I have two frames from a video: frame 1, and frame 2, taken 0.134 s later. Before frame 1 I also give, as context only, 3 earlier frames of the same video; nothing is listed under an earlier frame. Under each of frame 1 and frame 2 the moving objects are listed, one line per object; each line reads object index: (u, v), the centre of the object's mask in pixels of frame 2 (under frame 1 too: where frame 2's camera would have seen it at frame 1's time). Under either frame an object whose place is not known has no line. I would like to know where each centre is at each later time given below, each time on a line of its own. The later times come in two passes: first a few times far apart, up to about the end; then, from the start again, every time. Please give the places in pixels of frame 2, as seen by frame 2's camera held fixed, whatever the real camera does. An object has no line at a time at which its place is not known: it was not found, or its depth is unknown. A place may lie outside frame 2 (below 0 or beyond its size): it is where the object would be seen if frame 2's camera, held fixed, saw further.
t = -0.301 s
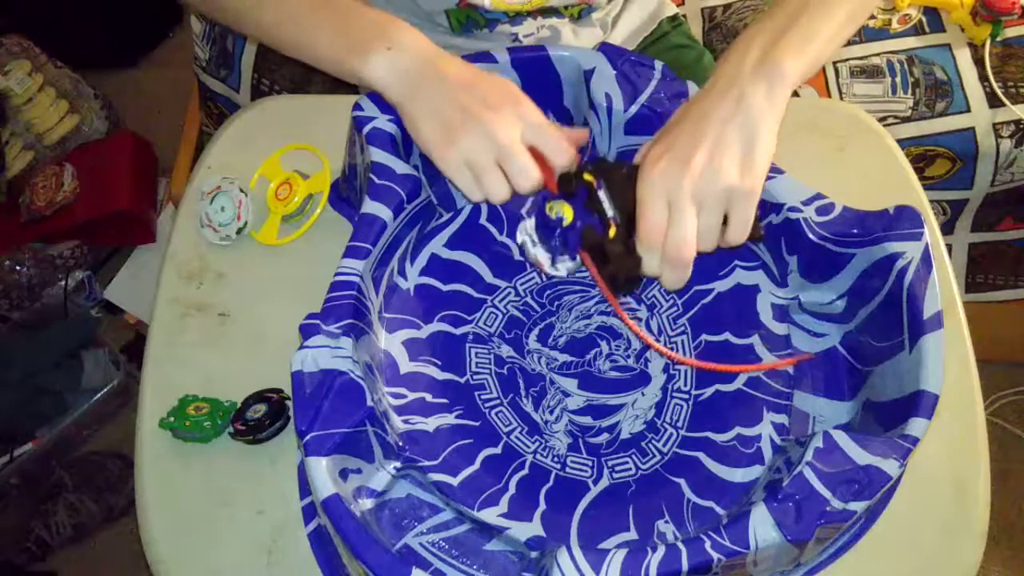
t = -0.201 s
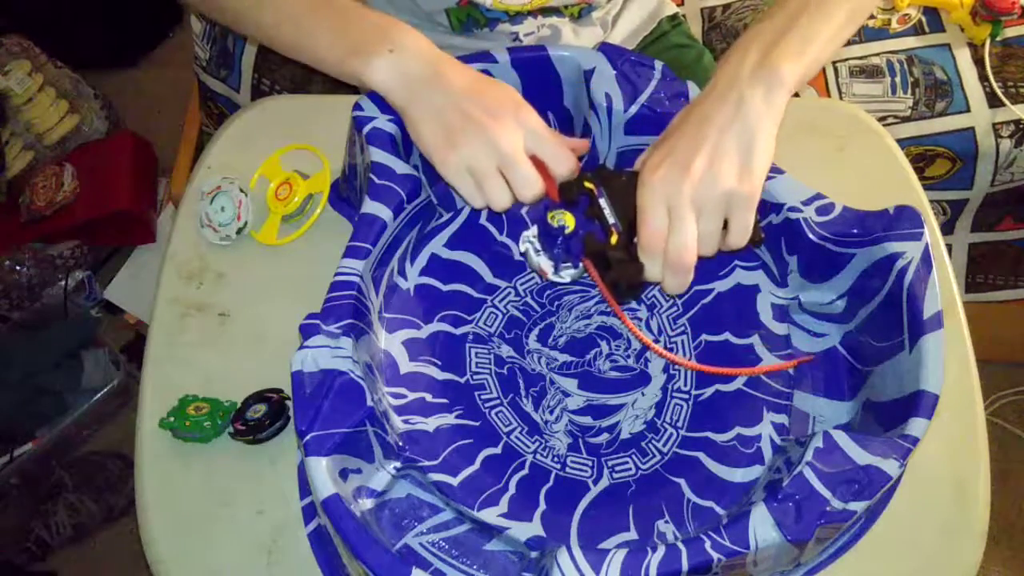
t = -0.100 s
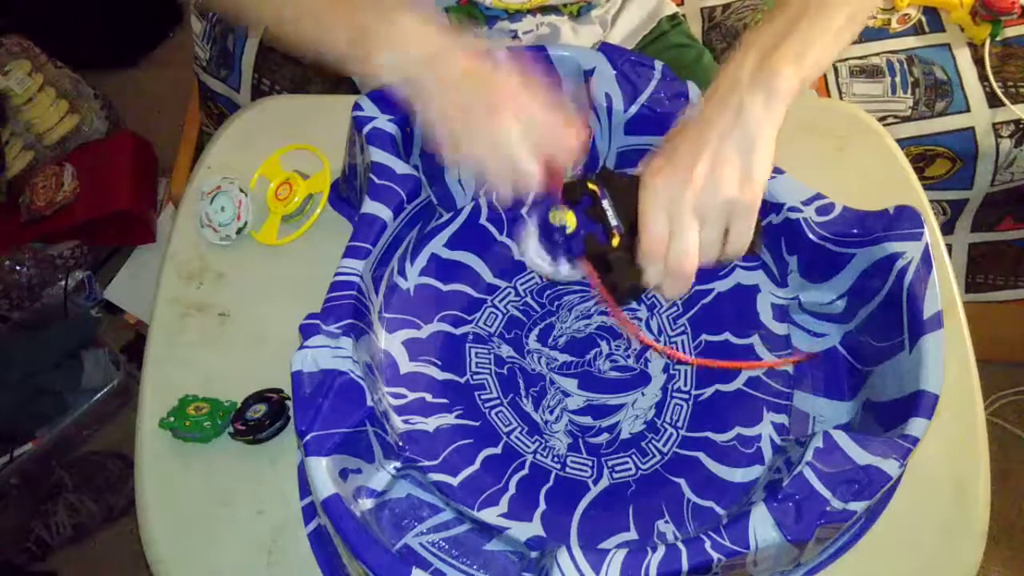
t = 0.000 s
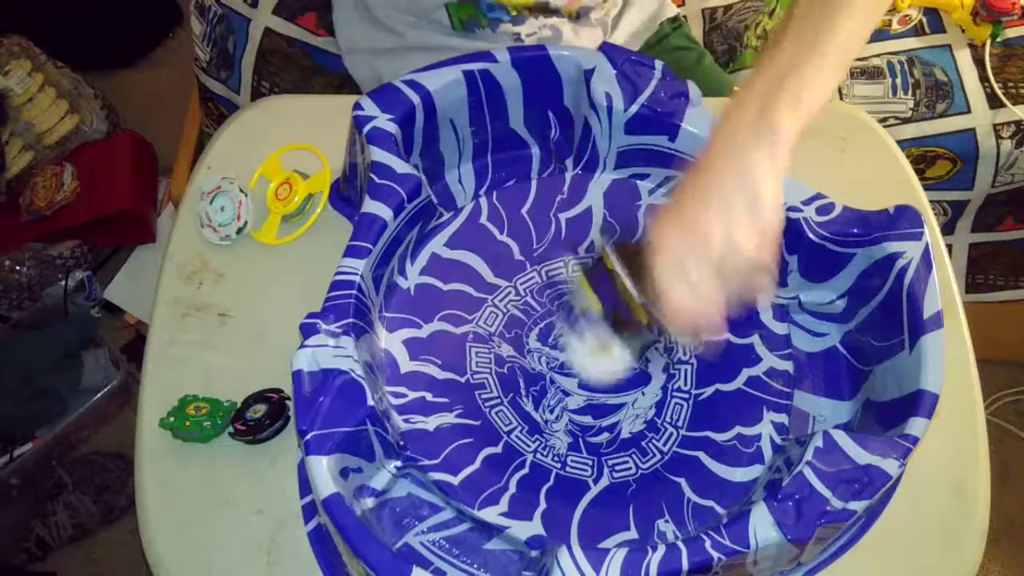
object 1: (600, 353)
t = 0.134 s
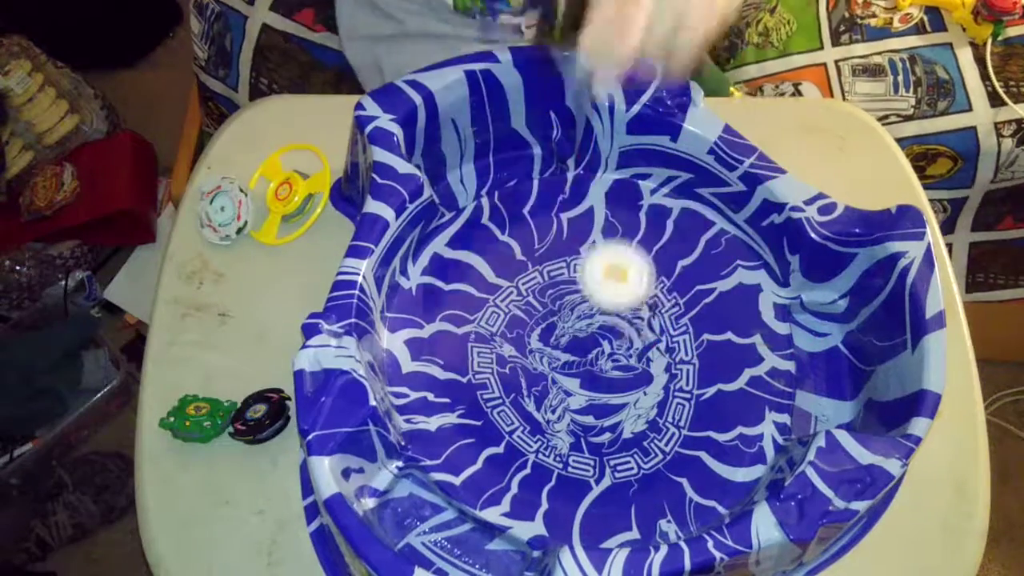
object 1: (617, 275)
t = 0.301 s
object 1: (632, 290)
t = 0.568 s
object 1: (596, 373)
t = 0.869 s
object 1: (549, 272)
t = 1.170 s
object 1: (646, 375)
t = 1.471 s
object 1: (464, 316)
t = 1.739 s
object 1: (616, 230)
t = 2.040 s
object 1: (634, 448)
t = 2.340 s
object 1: (423, 355)
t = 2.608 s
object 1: (518, 241)
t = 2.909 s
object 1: (698, 366)
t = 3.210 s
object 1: (520, 449)
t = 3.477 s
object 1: (502, 292)
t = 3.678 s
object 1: (646, 276)
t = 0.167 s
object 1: (617, 273)
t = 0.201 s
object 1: (614, 275)
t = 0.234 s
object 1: (614, 281)
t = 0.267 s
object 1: (623, 283)
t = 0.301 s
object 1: (632, 290)
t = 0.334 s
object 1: (637, 303)
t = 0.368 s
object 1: (640, 318)
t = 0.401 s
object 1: (638, 332)
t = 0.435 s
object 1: (635, 351)
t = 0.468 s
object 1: (629, 361)
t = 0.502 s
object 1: (618, 369)
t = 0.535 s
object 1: (609, 373)
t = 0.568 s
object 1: (596, 373)
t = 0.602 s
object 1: (580, 369)
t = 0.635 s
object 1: (566, 361)
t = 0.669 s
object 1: (554, 351)
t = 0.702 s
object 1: (541, 341)
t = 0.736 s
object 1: (533, 330)
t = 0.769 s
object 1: (529, 316)
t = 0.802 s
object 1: (529, 301)
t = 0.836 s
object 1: (537, 285)
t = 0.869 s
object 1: (549, 272)
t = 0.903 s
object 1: (566, 262)
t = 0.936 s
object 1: (587, 258)
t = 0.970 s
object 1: (608, 260)
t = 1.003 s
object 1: (627, 268)
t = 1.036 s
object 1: (642, 282)
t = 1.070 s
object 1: (654, 301)
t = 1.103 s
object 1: (660, 322)
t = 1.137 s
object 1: (657, 349)
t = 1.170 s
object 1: (646, 375)
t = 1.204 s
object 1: (628, 397)
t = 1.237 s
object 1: (603, 410)
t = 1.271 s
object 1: (574, 414)
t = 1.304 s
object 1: (547, 410)
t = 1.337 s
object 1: (520, 400)
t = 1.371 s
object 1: (497, 385)
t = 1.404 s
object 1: (480, 365)
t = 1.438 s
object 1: (469, 340)
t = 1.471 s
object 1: (464, 316)
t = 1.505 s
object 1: (468, 293)
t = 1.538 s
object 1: (476, 271)
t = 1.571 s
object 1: (491, 254)
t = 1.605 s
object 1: (510, 239)
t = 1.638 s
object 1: (531, 229)
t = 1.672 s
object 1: (556, 224)
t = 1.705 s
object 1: (586, 224)
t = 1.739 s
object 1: (616, 230)
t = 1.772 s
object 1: (641, 244)
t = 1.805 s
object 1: (664, 263)
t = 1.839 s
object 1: (682, 287)
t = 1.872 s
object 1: (692, 316)
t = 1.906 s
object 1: (697, 346)
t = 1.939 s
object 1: (691, 377)
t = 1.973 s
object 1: (679, 407)
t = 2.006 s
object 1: (659, 431)
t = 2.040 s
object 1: (634, 448)
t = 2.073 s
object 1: (605, 460)
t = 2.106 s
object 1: (573, 462)
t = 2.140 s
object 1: (542, 458)
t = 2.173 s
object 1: (511, 449)
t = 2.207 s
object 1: (484, 433)
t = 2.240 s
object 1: (461, 416)
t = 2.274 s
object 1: (443, 397)
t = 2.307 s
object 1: (432, 376)
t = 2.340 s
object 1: (423, 355)
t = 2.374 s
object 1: (420, 336)
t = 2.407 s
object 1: (424, 318)
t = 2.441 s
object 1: (430, 301)
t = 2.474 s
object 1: (440, 287)
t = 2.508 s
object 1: (453, 272)
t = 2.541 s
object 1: (470, 260)
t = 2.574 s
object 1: (492, 250)
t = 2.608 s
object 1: (518, 241)
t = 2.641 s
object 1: (543, 237)
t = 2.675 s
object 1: (570, 237)
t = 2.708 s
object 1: (601, 244)
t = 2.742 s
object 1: (629, 254)
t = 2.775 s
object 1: (651, 269)
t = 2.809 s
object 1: (672, 289)
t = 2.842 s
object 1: (688, 314)
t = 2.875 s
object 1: (696, 340)
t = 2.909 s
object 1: (698, 366)
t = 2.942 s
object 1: (696, 394)
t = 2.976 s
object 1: (687, 420)
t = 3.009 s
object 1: (669, 443)
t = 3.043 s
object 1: (647, 460)
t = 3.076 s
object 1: (624, 469)
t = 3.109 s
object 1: (597, 472)
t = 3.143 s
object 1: (569, 470)
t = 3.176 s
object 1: (542, 462)
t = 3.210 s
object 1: (520, 449)
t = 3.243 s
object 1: (498, 433)
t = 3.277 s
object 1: (483, 413)
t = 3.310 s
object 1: (471, 394)
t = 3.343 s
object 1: (466, 371)
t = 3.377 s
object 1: (466, 350)
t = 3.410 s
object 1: (471, 328)
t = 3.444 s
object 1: (485, 309)
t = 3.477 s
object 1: (502, 292)
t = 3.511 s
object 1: (524, 278)
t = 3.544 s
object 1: (545, 269)
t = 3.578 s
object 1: (570, 264)
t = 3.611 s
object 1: (595, 263)
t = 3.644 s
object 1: (622, 267)
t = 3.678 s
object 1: (646, 276)
